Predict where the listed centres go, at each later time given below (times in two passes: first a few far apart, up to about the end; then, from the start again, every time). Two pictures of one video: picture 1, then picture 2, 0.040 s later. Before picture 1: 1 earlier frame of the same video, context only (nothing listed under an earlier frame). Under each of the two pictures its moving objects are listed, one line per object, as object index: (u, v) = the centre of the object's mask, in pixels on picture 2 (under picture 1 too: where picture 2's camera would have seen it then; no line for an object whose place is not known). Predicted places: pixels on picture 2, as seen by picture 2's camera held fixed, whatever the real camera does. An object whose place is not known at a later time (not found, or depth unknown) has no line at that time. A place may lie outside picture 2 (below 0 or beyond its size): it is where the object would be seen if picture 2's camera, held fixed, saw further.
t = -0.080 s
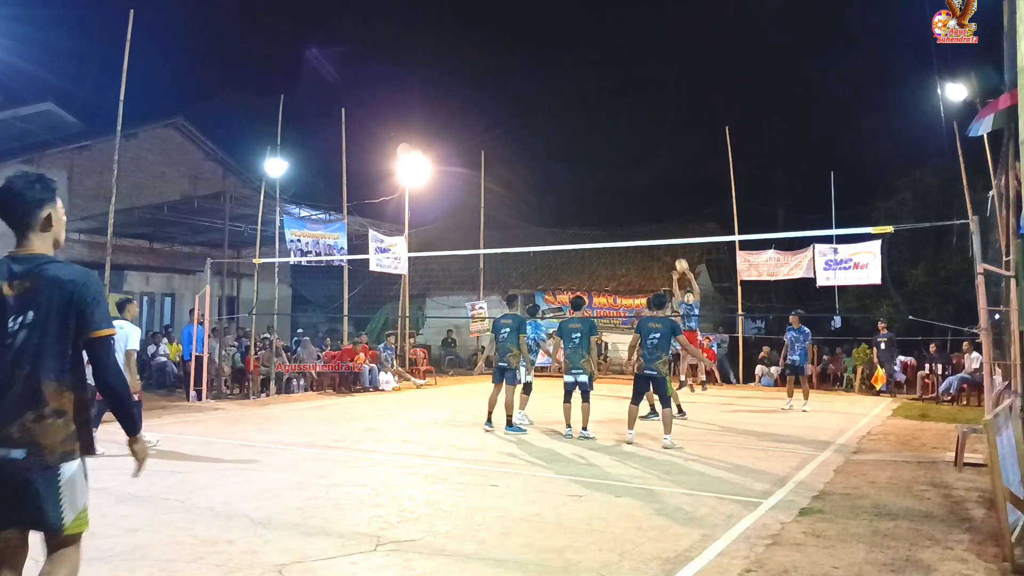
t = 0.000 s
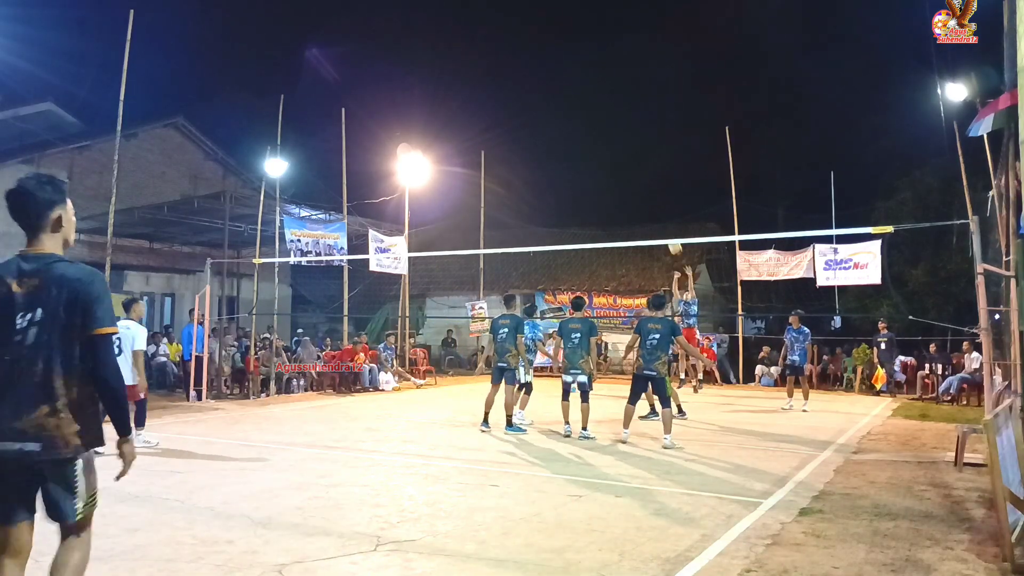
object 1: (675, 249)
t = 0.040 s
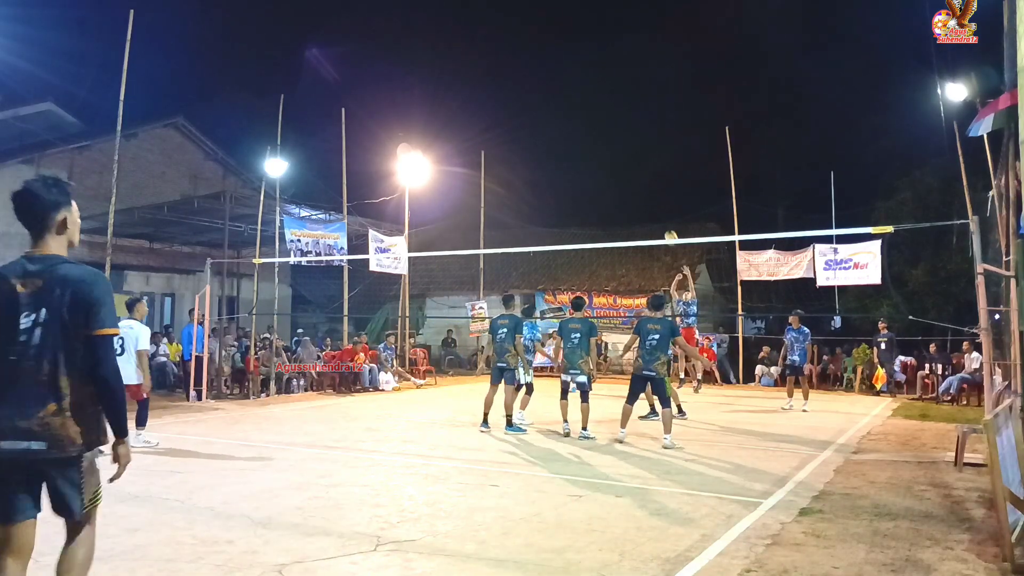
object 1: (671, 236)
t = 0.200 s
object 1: (657, 209)
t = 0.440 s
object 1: (634, 181)
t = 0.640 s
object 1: (614, 175)
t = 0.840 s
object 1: (593, 185)
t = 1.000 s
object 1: (575, 206)
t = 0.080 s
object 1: (668, 230)
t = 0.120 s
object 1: (664, 223)
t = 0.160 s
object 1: (660, 215)
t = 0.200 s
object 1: (657, 209)
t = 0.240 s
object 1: (653, 203)
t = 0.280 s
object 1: (649, 197)
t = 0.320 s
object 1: (645, 193)
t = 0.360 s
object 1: (641, 188)
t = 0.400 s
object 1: (637, 185)
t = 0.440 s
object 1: (634, 181)
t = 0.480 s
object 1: (630, 179)
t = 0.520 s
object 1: (625, 177)
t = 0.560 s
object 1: (622, 176)
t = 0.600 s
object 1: (618, 175)
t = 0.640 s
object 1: (614, 175)
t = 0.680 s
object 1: (609, 176)
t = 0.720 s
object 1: (605, 177)
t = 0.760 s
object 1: (601, 179)
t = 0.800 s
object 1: (597, 182)
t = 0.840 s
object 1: (593, 185)
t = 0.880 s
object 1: (588, 189)
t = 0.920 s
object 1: (584, 194)
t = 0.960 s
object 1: (580, 200)
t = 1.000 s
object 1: (575, 206)
